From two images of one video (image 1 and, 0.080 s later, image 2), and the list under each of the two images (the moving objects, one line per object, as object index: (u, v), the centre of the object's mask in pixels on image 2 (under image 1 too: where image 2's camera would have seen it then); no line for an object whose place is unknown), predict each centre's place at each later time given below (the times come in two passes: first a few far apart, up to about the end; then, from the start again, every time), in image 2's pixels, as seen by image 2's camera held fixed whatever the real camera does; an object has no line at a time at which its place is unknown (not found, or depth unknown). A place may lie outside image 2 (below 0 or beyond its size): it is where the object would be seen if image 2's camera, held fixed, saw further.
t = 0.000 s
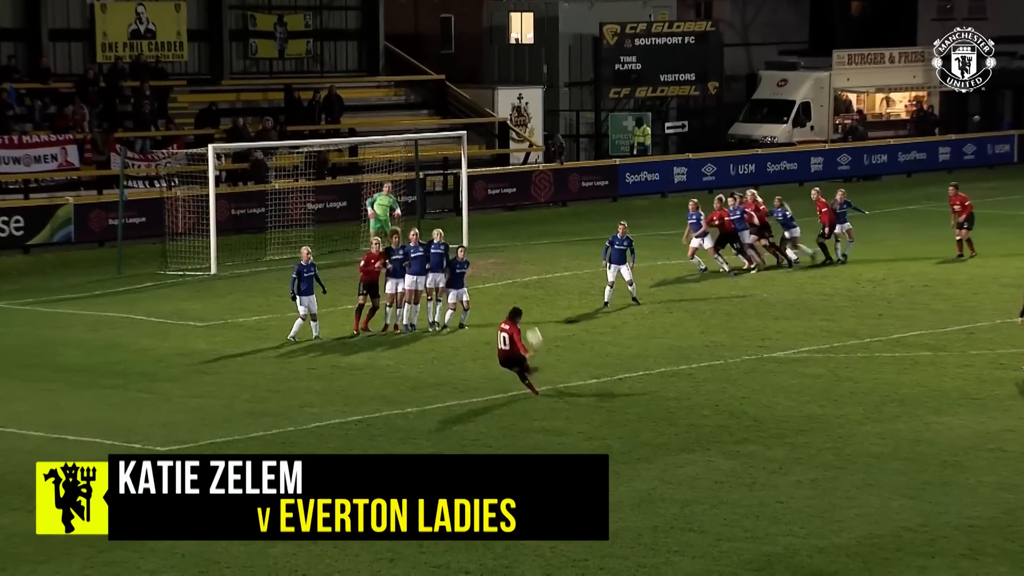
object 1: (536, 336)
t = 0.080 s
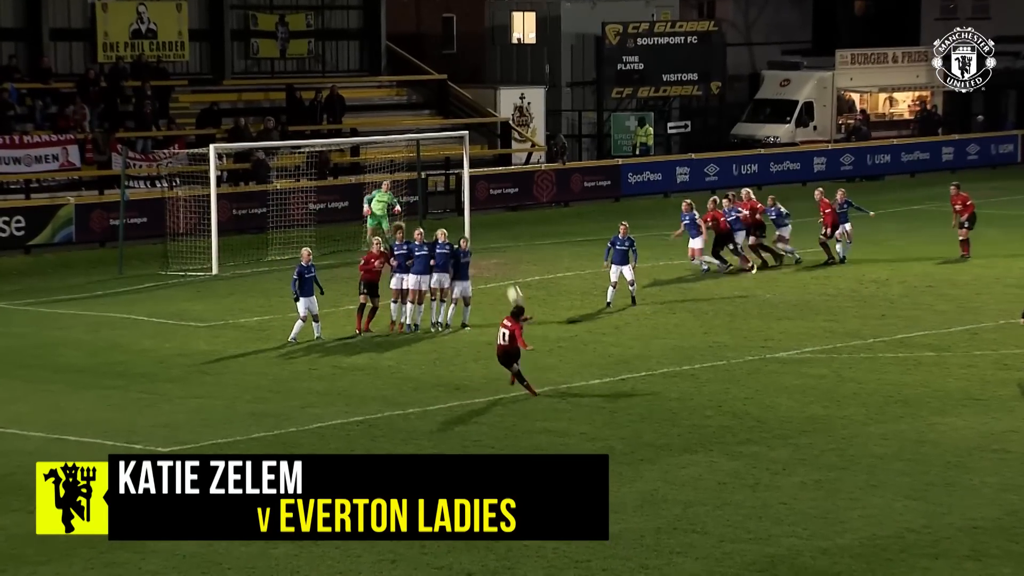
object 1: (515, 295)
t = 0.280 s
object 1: (457, 218)
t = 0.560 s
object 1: (373, 169)
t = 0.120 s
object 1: (502, 274)
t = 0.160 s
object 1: (491, 257)
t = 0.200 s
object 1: (480, 243)
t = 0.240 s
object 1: (469, 230)
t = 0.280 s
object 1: (457, 218)
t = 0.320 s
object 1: (445, 208)
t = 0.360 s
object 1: (433, 199)
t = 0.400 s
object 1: (421, 191)
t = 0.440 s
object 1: (409, 184)
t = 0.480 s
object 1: (397, 178)
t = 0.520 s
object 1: (385, 173)
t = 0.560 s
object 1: (373, 169)
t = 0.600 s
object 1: (362, 167)
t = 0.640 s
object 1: (349, 164)
